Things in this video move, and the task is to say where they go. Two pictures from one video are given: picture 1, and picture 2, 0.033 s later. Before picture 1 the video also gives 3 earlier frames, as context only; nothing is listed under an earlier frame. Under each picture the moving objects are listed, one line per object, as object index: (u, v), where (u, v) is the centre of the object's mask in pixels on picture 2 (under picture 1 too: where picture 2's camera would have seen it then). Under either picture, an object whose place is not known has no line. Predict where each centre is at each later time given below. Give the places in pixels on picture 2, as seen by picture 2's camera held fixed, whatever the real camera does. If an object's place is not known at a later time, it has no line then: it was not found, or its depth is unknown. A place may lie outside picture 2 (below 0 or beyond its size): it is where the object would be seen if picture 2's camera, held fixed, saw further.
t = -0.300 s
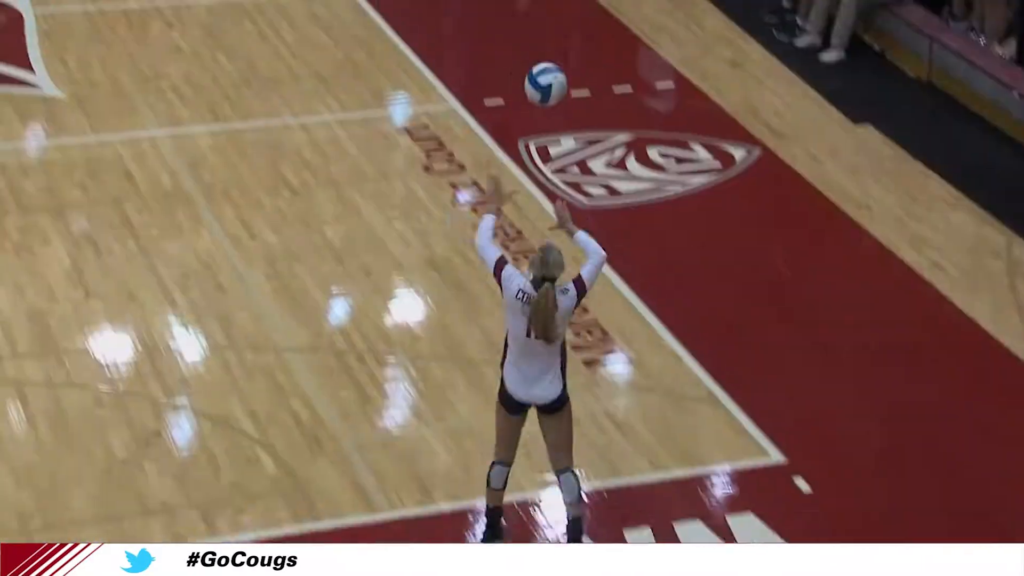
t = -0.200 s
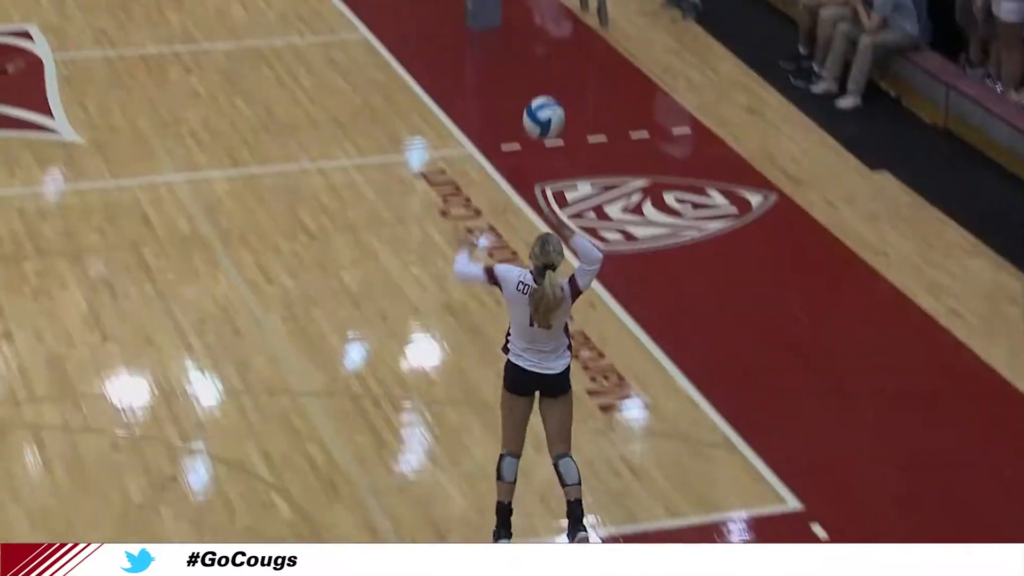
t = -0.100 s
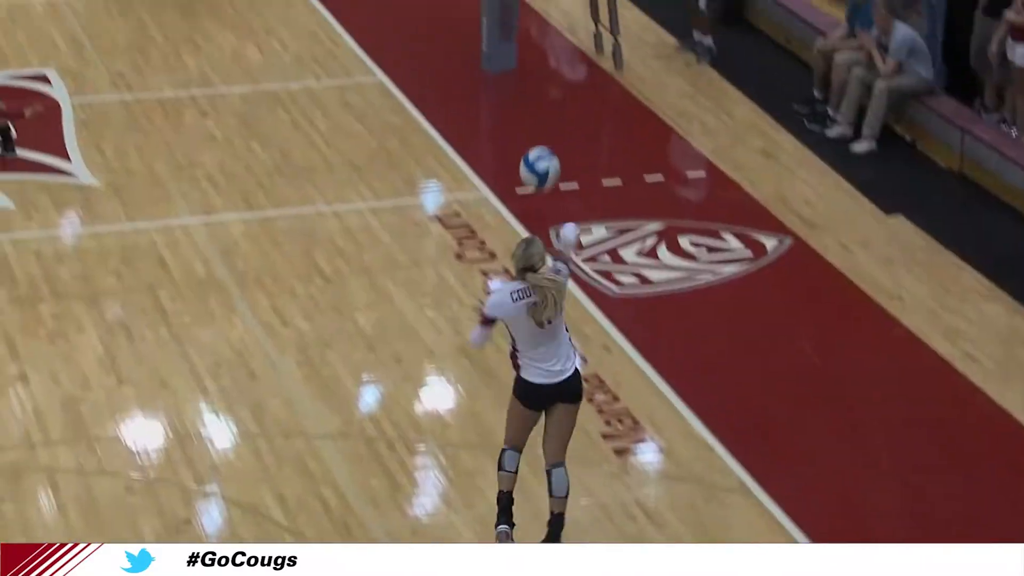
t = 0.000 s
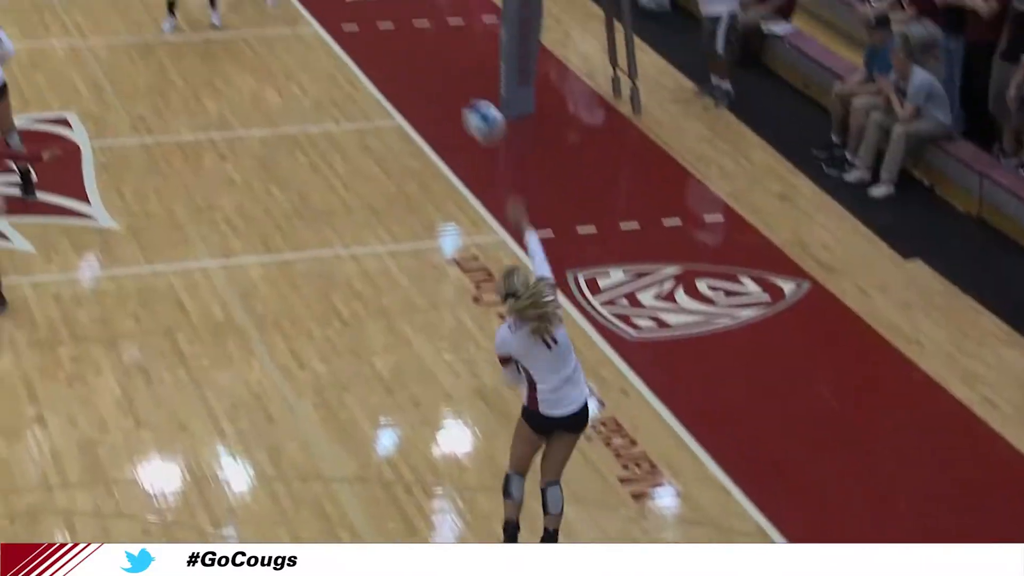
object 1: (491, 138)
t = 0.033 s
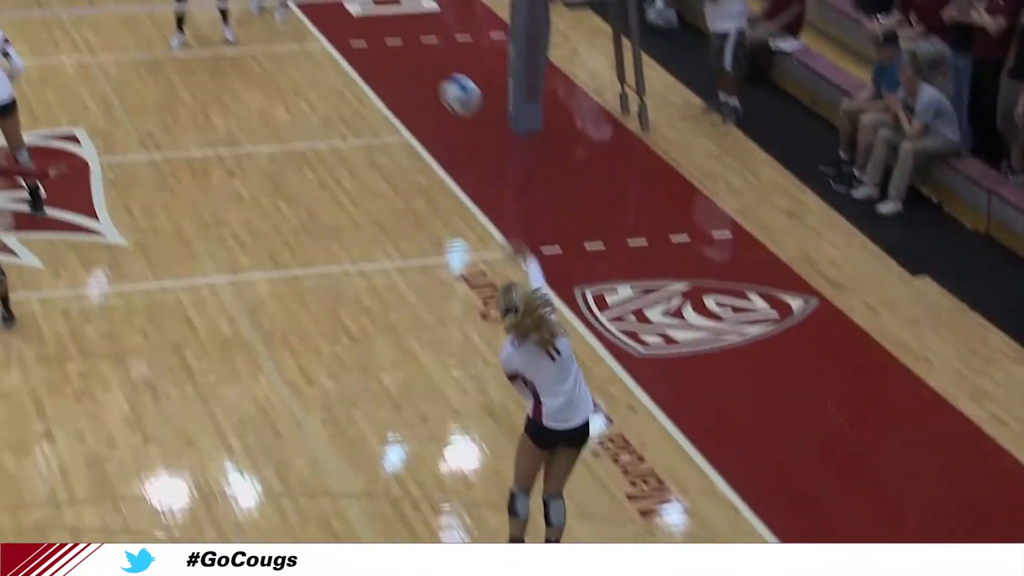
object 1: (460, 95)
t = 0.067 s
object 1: (430, 56)
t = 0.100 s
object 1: (402, 21)
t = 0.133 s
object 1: (376, -9)
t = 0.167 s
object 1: (350, -38)
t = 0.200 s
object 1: (326, -65)
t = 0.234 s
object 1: (301, -86)
